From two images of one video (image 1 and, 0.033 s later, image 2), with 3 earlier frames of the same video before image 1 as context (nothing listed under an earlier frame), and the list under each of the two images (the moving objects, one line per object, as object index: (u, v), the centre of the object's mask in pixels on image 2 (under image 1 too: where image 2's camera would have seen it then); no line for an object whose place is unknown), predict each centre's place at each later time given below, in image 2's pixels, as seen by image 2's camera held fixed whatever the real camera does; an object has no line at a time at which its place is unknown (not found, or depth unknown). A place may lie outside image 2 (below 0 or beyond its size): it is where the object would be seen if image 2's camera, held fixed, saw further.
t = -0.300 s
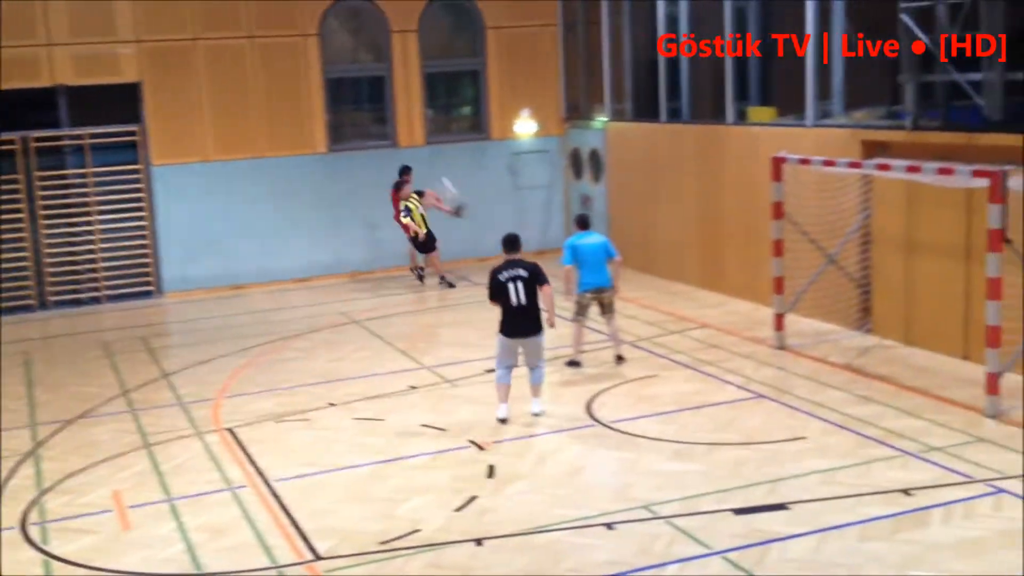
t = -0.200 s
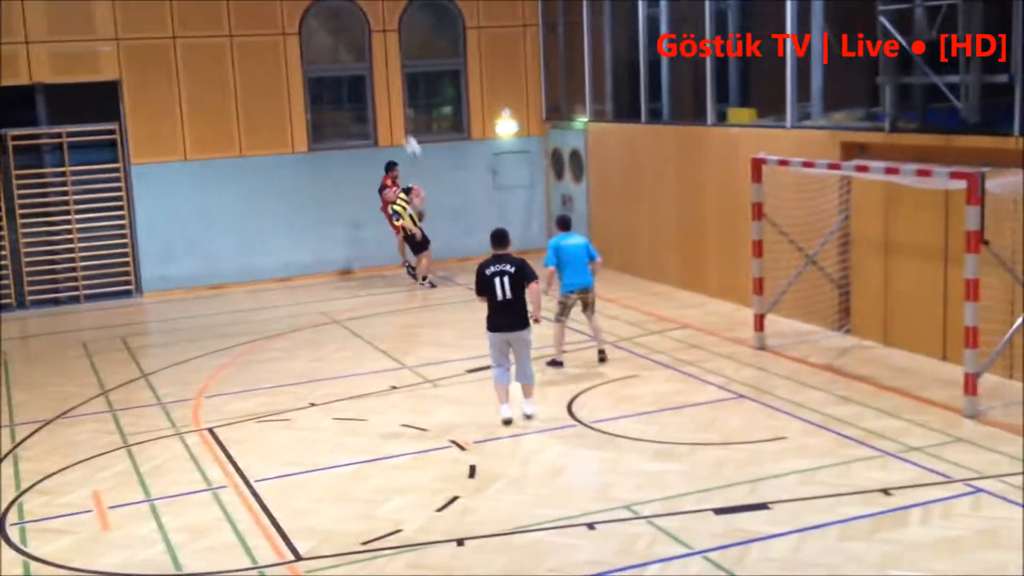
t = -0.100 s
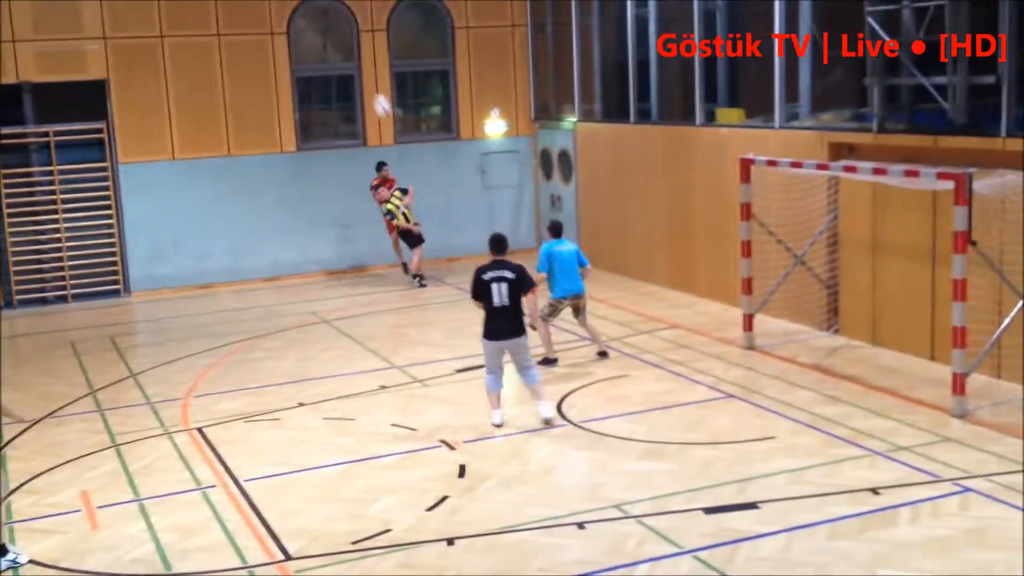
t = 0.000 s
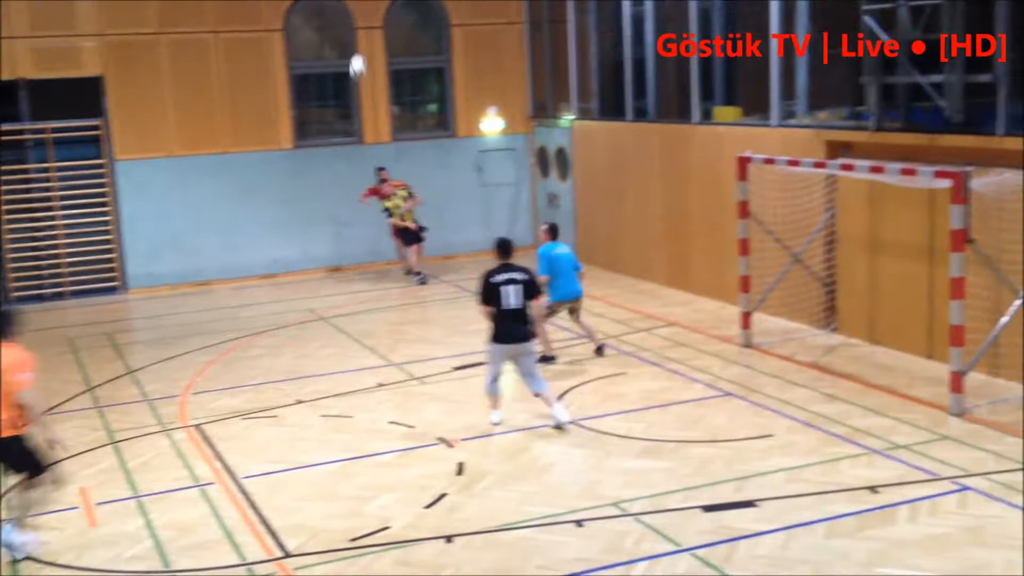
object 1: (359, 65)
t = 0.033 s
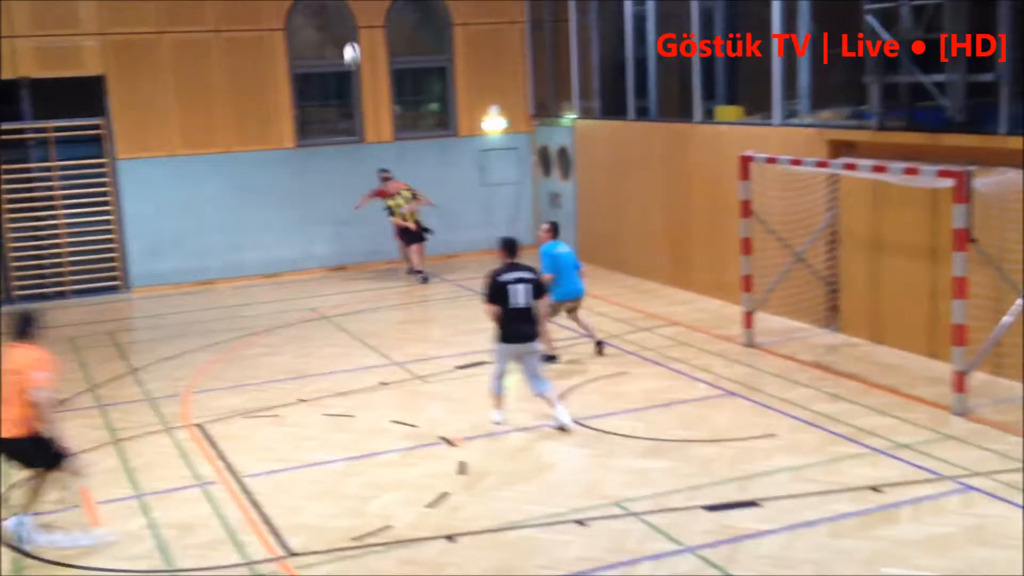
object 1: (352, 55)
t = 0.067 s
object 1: (345, 45)
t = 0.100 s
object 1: (337, 34)
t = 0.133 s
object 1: (324, 24)
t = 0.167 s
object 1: (316, 14)
